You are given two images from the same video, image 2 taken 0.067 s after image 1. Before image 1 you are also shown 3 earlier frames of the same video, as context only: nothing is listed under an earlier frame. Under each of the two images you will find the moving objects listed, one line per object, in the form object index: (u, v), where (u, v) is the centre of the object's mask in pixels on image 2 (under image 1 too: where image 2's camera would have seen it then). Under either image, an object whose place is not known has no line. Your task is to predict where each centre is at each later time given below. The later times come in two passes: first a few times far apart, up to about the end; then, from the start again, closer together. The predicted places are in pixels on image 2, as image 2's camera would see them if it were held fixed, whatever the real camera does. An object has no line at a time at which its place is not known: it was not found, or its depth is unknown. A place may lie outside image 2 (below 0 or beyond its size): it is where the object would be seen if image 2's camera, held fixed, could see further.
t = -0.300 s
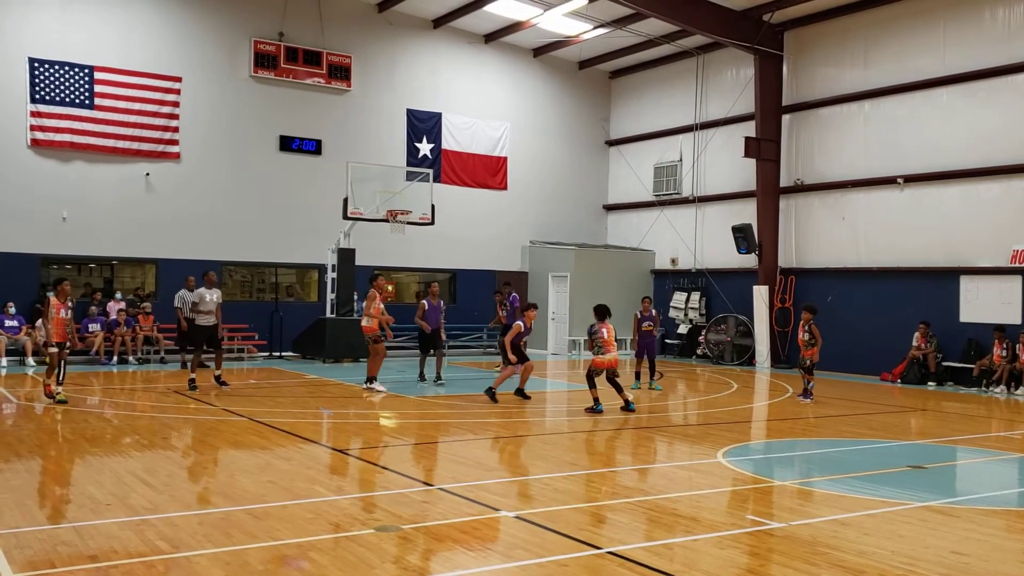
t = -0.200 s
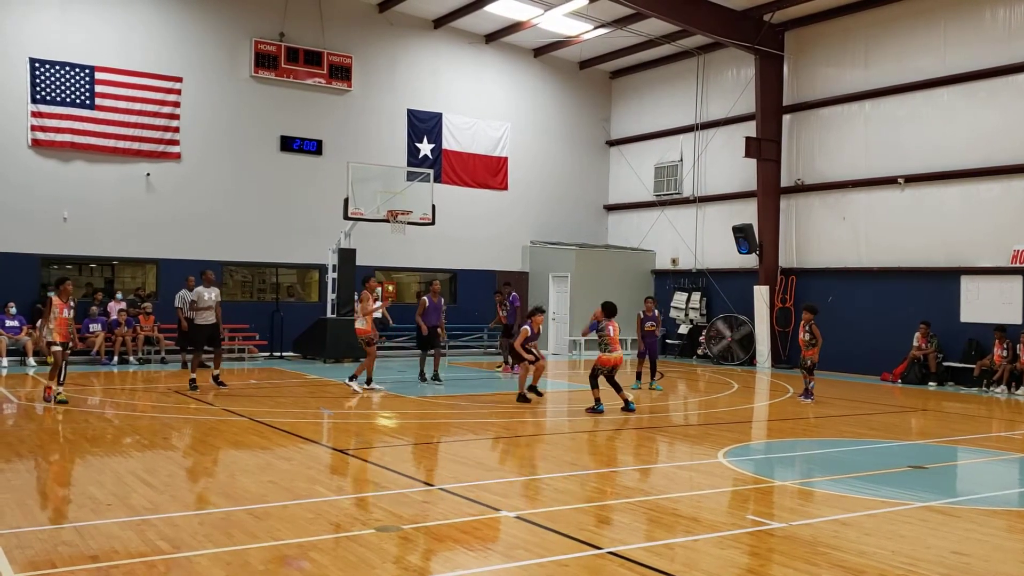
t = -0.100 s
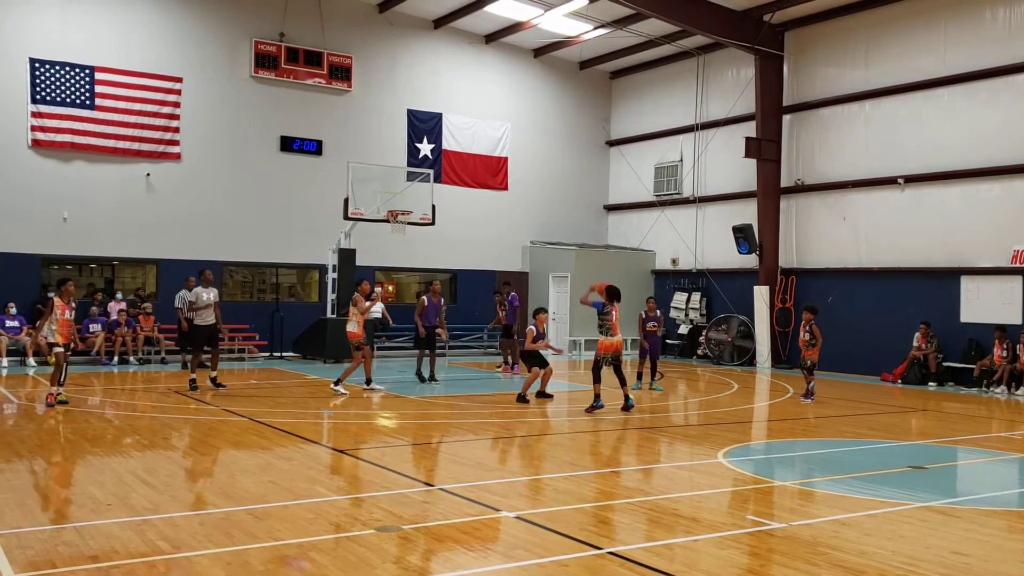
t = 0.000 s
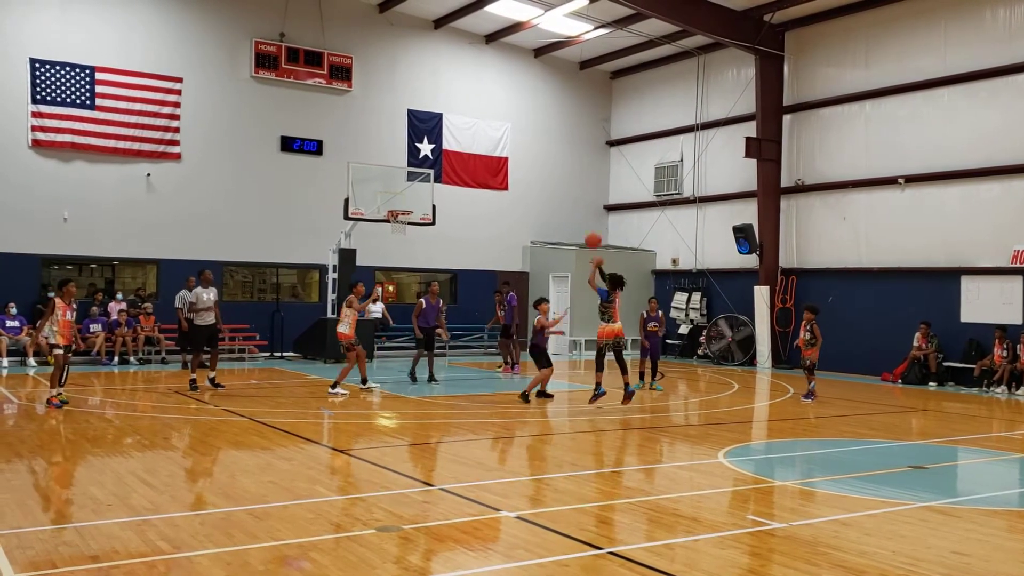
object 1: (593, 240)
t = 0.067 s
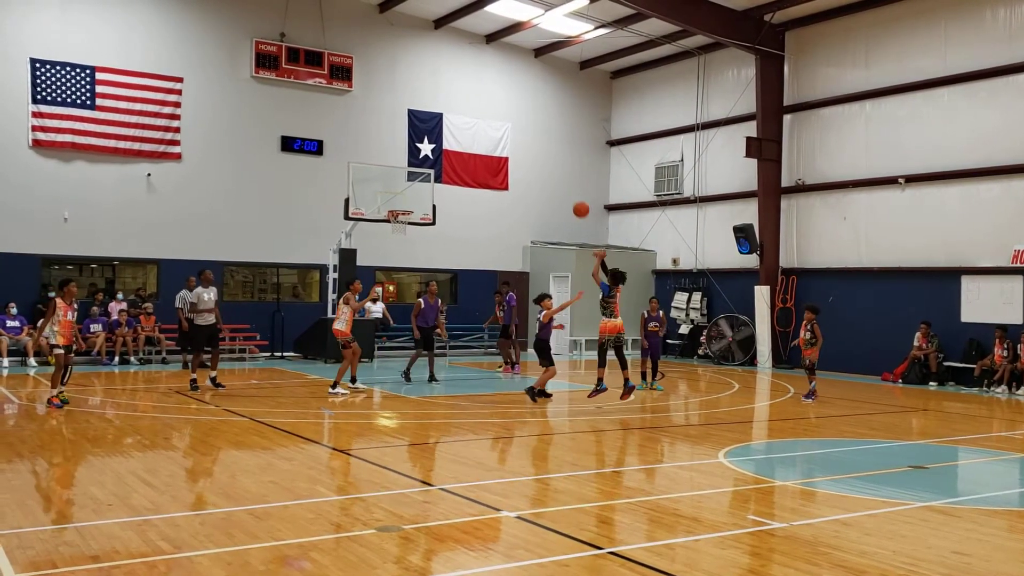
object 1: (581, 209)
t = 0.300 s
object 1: (540, 132)
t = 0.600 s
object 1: (494, 95)
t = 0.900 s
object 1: (453, 112)
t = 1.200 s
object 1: (418, 174)
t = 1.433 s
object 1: (397, 205)
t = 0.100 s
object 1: (574, 195)
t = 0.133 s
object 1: (568, 181)
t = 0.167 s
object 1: (563, 170)
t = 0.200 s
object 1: (557, 159)
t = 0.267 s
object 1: (545, 141)
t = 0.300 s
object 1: (540, 132)
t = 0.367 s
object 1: (529, 119)
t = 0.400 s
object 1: (524, 113)
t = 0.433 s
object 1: (519, 108)
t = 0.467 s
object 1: (514, 104)
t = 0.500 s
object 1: (509, 101)
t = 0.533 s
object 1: (504, 98)
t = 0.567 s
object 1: (499, 96)
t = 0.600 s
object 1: (494, 95)
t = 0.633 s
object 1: (489, 94)
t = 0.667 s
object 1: (484, 94)
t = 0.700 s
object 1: (480, 95)
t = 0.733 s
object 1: (475, 96)
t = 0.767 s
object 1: (471, 98)
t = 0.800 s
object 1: (466, 101)
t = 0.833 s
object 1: (462, 104)
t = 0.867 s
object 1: (457, 108)
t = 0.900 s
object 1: (453, 112)
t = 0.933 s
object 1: (449, 117)
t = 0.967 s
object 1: (445, 123)
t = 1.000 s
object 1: (441, 129)
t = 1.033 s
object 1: (437, 135)
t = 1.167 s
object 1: (422, 165)
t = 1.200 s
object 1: (418, 174)
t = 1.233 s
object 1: (414, 183)
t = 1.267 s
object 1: (411, 192)
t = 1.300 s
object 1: (407, 202)
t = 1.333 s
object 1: (404, 206)
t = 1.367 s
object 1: (402, 206)
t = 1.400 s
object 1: (399, 207)
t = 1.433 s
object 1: (397, 205)
